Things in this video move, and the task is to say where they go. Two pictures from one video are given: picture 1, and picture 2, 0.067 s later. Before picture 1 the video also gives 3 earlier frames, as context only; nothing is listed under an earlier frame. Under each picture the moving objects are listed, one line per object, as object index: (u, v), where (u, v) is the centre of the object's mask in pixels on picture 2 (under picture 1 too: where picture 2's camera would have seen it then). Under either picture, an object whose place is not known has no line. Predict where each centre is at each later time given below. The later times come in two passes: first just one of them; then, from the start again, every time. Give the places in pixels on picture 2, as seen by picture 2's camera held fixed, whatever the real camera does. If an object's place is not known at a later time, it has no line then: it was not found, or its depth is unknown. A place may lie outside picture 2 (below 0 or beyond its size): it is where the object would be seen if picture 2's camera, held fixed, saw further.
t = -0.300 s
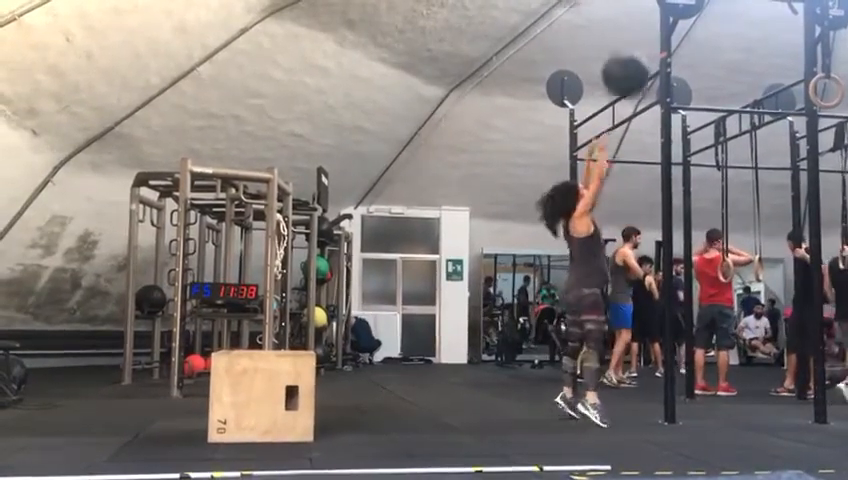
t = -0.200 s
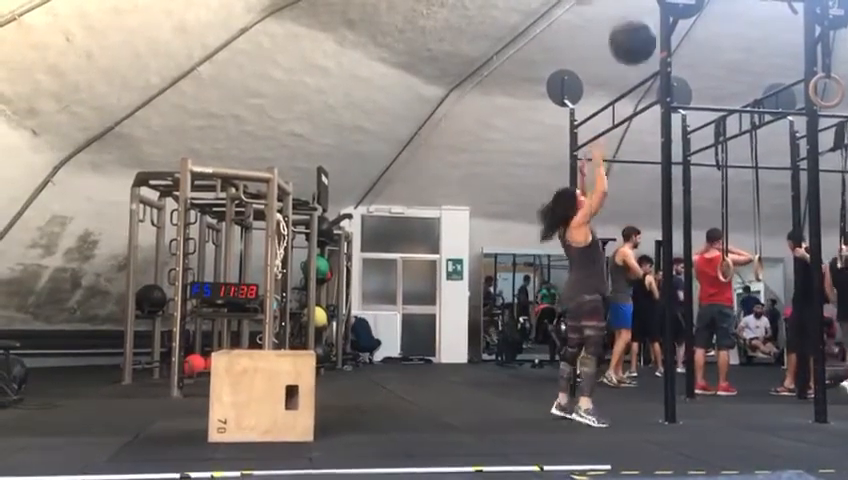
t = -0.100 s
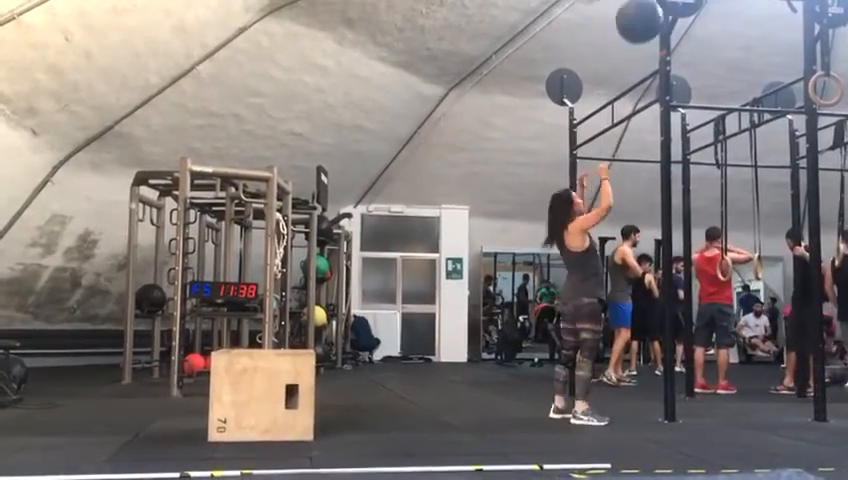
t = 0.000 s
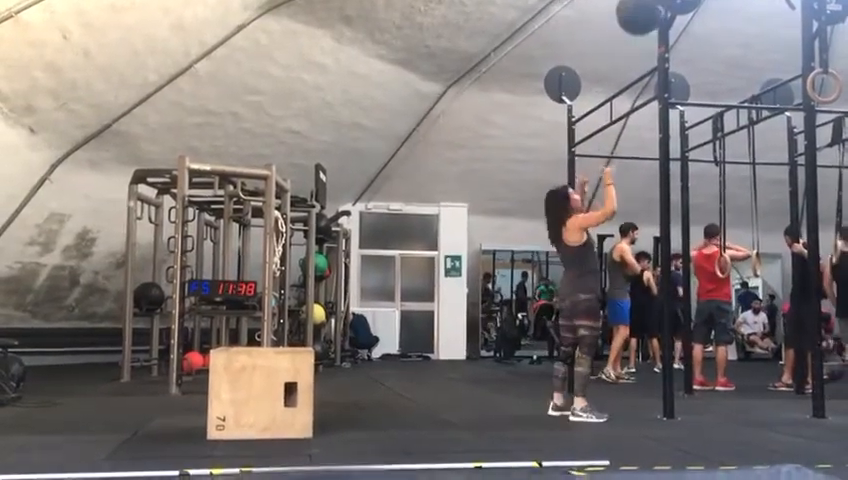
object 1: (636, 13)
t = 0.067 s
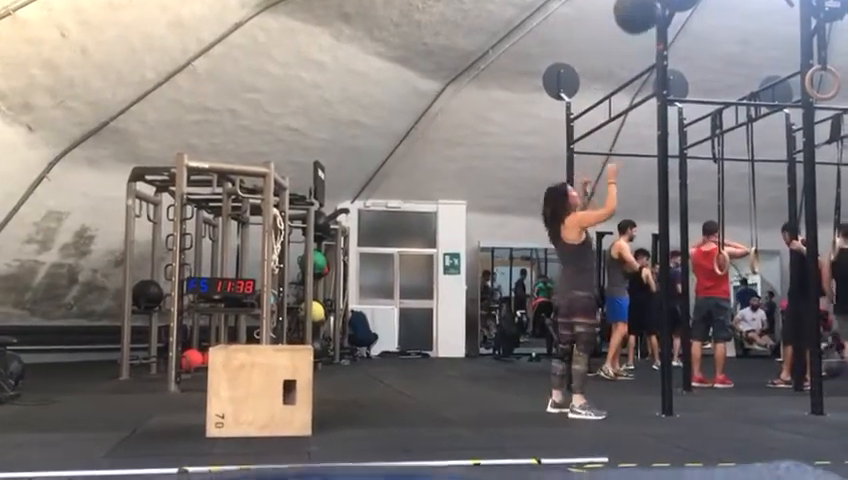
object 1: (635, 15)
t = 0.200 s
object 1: (633, 31)
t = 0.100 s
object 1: (635, 18)
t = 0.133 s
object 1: (635, 20)
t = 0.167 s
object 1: (634, 25)
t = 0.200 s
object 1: (633, 31)
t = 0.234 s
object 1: (632, 40)
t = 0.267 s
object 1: (631, 49)
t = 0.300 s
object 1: (631, 61)
